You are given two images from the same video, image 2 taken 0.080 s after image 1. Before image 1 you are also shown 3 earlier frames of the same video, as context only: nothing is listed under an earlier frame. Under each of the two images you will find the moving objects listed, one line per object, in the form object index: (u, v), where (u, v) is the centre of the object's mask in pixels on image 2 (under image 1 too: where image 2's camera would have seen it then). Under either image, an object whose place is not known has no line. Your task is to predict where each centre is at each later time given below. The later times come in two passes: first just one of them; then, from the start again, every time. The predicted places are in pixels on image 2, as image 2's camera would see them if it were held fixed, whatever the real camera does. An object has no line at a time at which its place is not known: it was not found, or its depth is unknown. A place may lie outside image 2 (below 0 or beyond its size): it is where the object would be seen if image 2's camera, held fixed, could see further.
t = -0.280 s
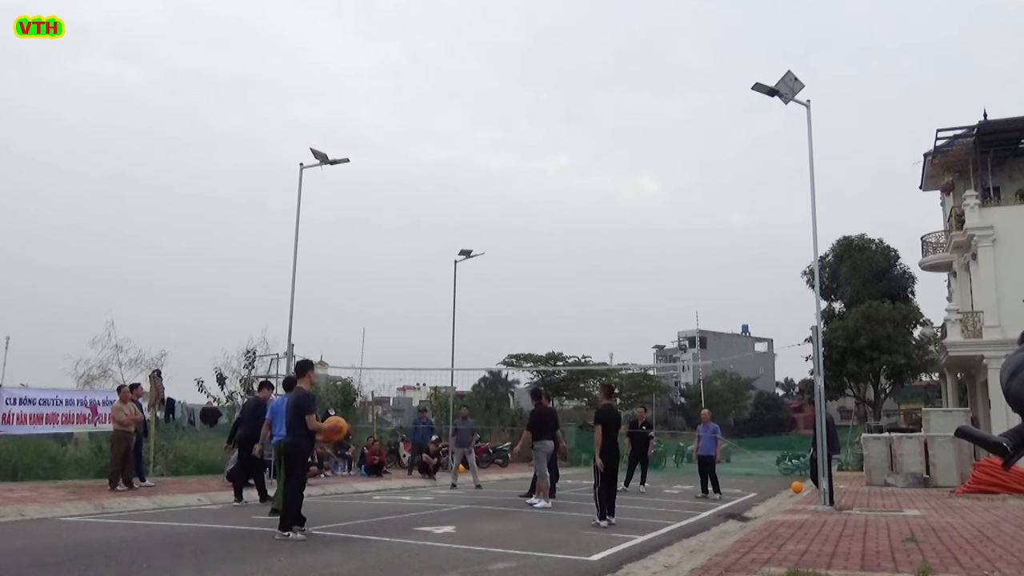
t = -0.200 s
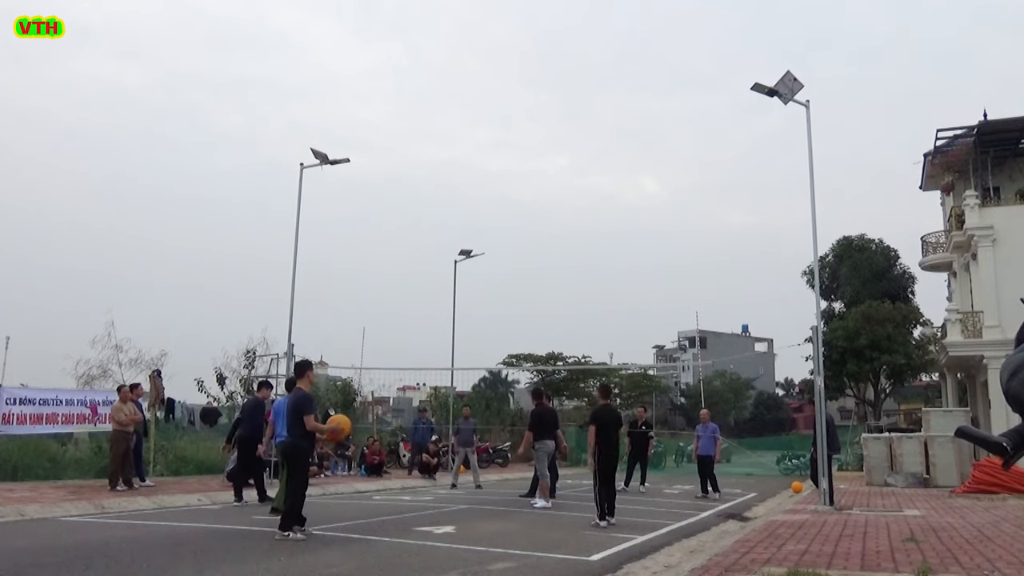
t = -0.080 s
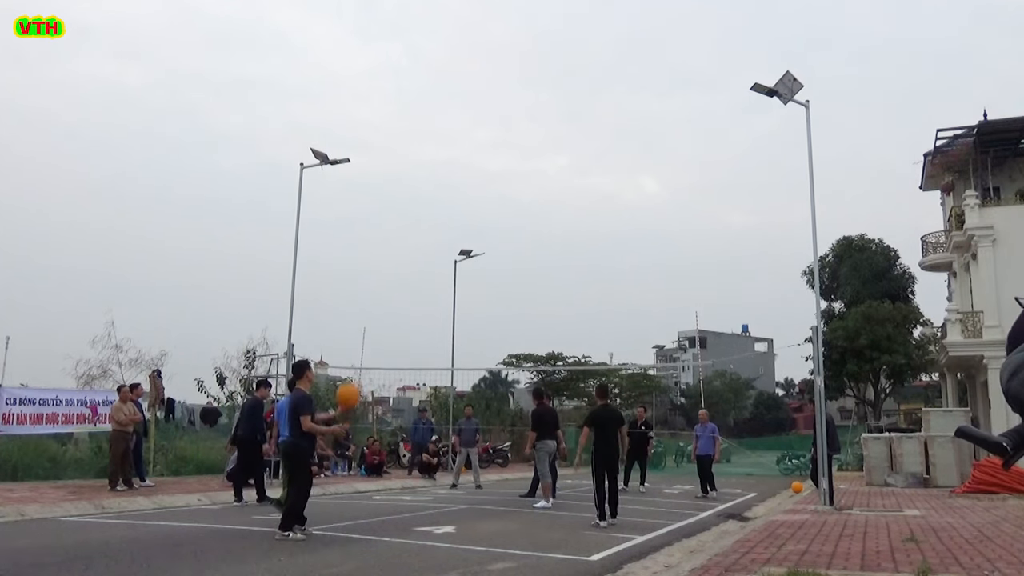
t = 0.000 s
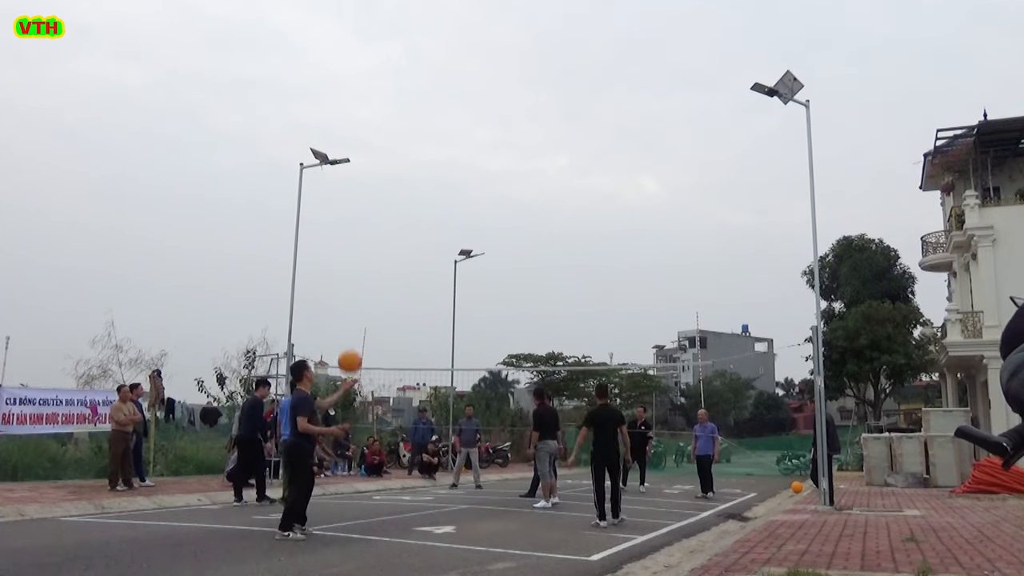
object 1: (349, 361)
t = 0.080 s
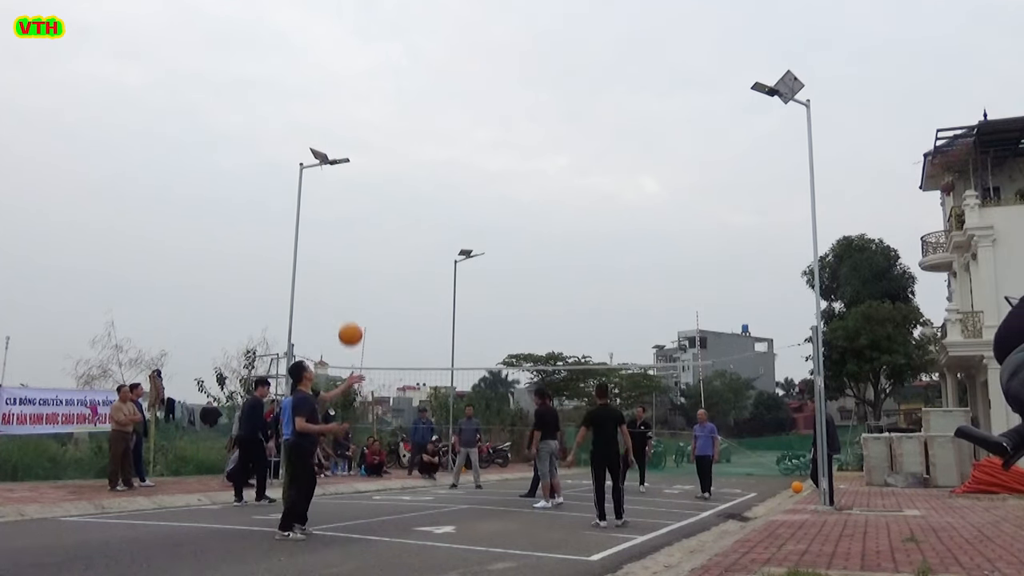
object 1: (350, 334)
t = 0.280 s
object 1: (350, 295)
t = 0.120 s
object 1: (350, 323)
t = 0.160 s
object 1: (350, 314)
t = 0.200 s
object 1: (350, 306)
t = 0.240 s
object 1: (350, 299)
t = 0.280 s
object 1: (350, 295)
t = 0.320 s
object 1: (350, 291)
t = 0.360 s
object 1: (349, 290)
